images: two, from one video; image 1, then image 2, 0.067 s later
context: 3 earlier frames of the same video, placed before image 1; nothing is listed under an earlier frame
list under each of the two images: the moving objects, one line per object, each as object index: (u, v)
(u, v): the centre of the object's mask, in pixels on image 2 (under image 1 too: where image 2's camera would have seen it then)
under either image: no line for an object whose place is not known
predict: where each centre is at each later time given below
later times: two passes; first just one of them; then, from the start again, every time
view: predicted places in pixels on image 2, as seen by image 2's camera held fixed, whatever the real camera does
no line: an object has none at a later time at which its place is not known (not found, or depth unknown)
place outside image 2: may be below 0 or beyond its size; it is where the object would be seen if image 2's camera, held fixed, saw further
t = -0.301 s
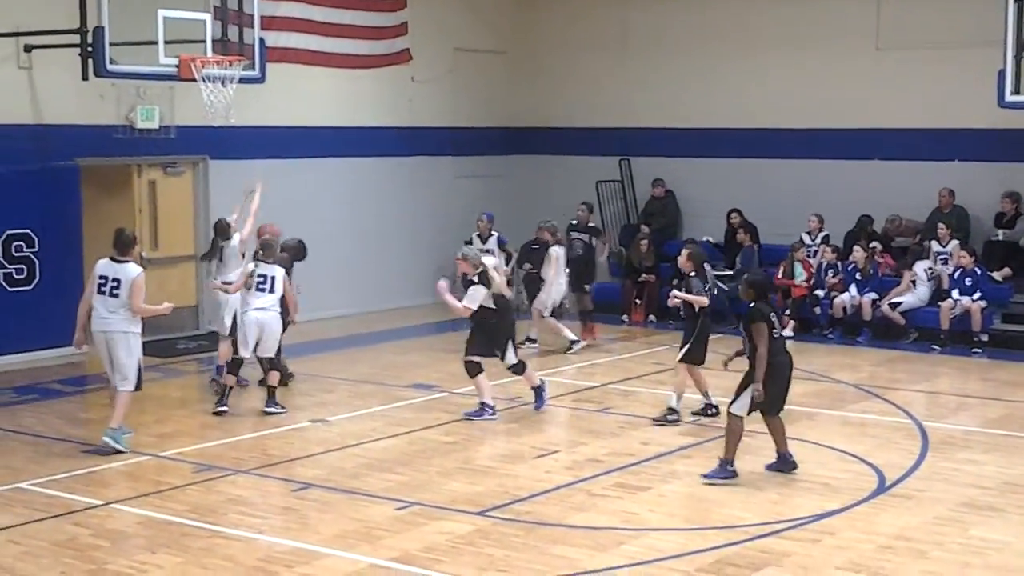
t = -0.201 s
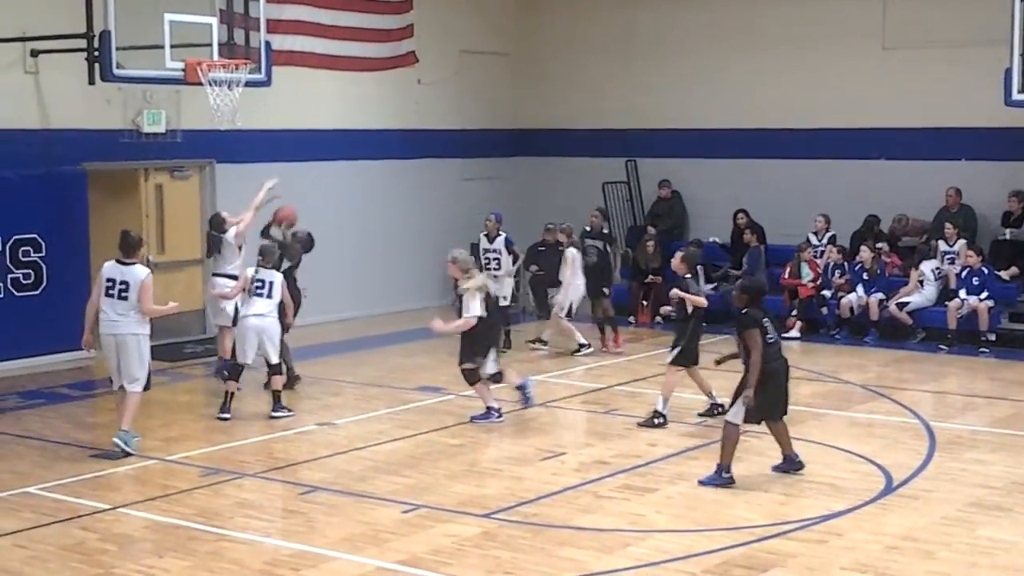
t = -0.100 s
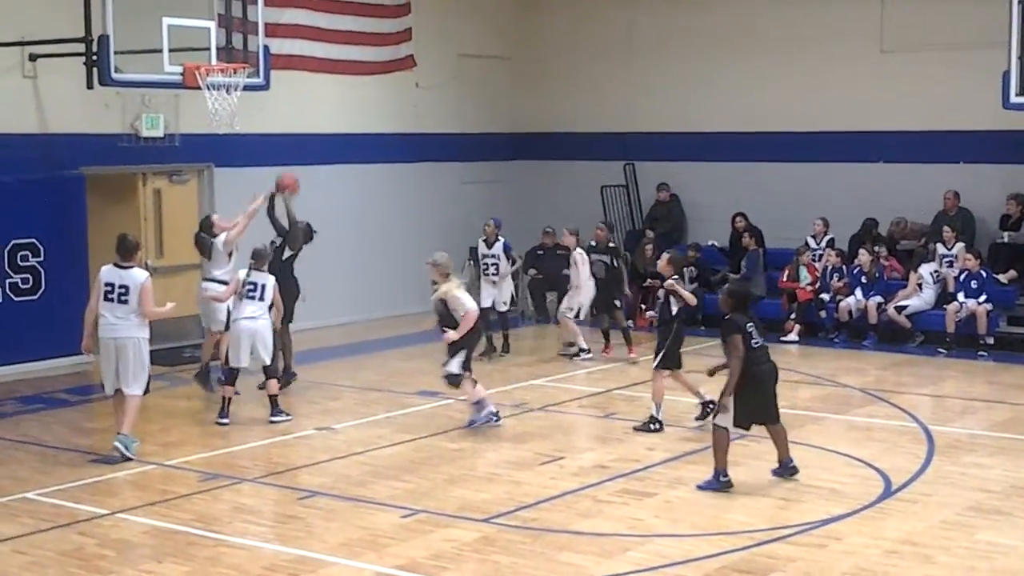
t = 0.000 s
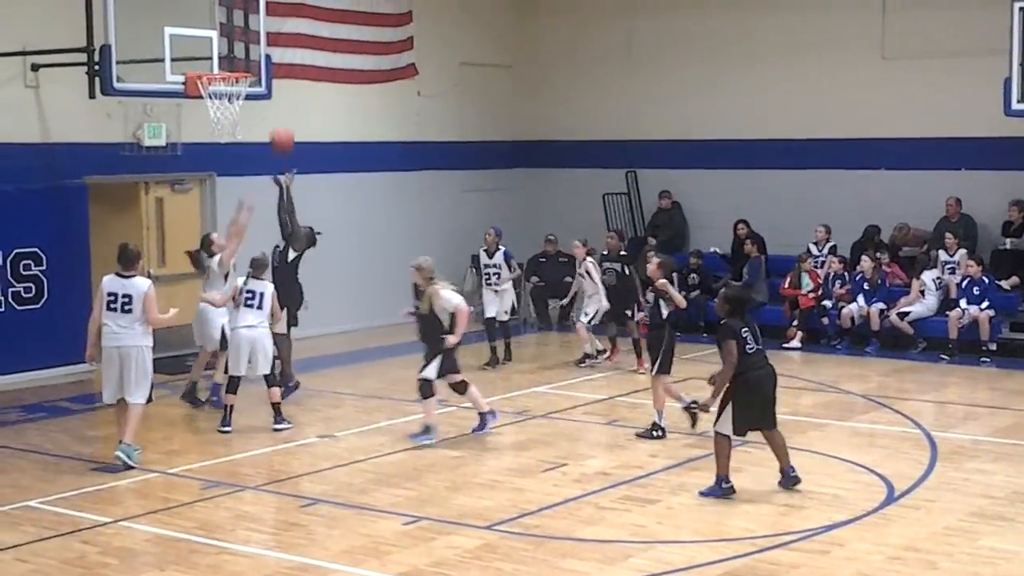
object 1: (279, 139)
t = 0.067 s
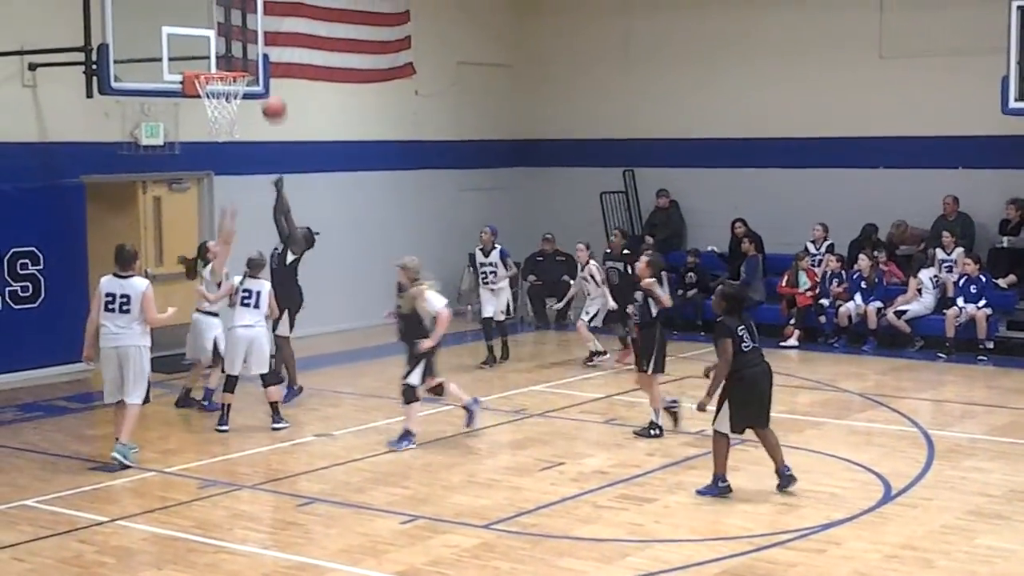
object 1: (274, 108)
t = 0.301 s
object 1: (254, 36)
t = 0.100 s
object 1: (271, 95)
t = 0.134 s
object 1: (268, 82)
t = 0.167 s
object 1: (265, 71)
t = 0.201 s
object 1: (264, 60)
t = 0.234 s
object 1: (259, 51)
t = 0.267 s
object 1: (257, 43)
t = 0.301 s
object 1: (254, 36)
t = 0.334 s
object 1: (252, 30)
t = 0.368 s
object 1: (249, 24)
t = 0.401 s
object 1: (246, 21)
